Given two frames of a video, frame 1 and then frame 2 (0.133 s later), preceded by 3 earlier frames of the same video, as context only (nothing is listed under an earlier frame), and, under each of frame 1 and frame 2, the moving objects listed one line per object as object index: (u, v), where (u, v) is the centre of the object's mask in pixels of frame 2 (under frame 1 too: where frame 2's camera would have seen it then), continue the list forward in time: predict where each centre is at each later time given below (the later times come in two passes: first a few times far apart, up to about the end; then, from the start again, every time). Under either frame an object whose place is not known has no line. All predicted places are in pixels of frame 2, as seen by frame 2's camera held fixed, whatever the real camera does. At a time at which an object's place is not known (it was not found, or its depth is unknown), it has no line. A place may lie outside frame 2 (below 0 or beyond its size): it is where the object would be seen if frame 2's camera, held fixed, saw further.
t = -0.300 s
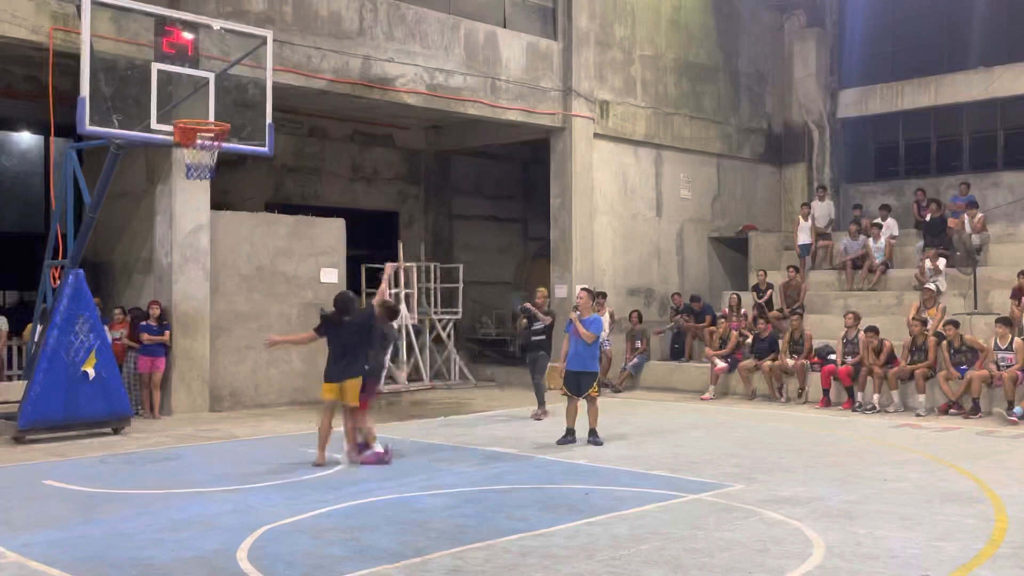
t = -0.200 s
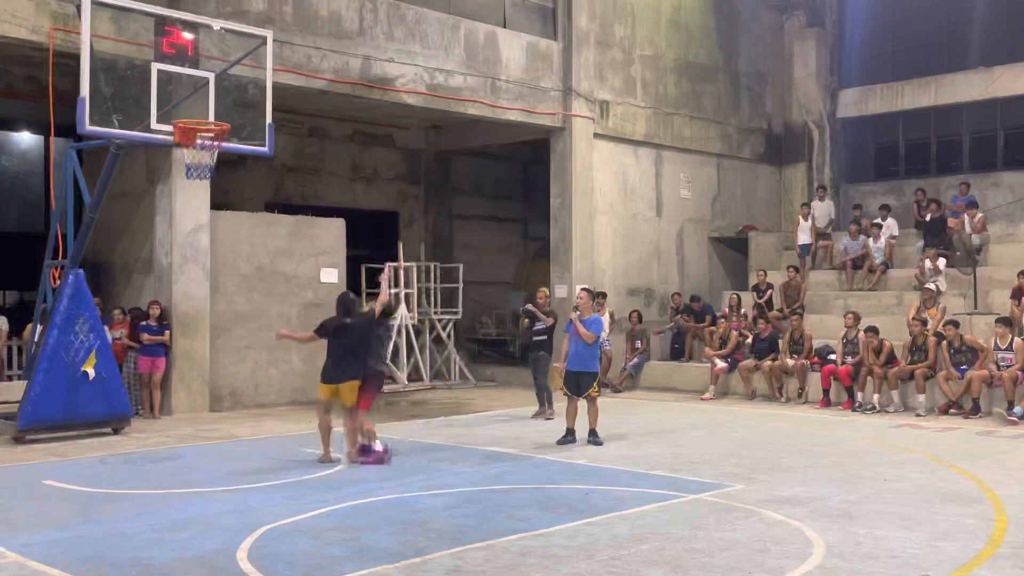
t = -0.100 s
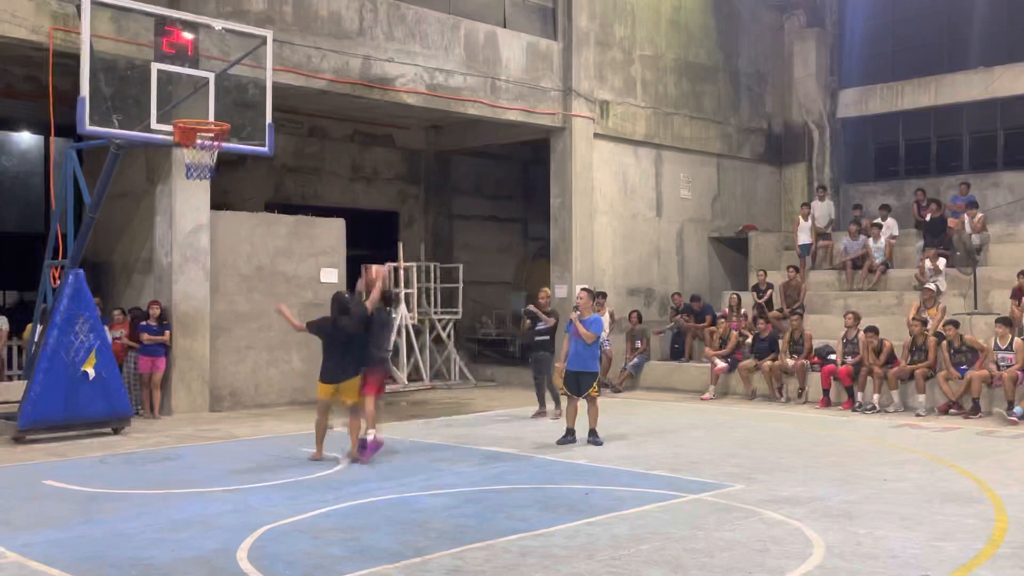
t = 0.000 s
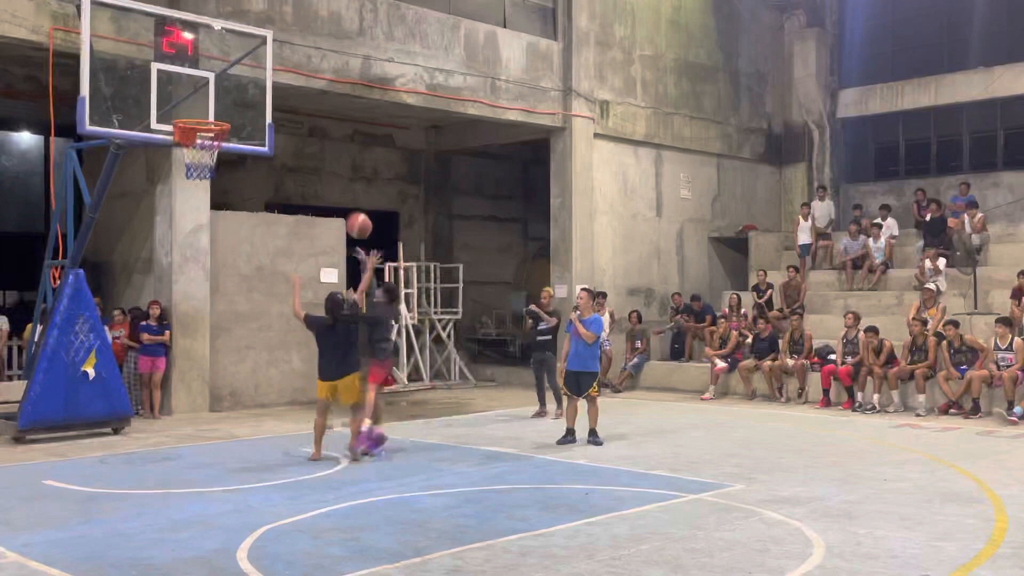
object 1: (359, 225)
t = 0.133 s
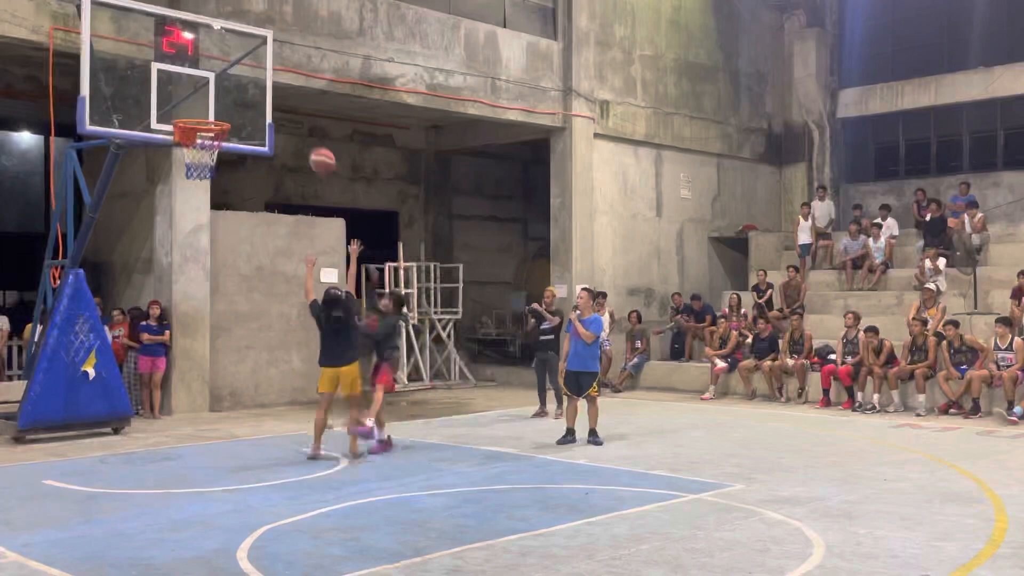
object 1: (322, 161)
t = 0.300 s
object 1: (277, 105)
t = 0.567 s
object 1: (233, 81)
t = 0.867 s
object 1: (220, 101)
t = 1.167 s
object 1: (196, 107)
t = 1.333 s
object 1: (181, 110)
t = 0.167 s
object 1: (313, 147)
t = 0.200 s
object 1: (304, 135)
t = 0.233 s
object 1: (295, 124)
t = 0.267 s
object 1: (285, 114)
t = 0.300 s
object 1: (277, 105)
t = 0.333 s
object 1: (267, 97)
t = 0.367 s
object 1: (257, 90)
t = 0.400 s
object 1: (246, 82)
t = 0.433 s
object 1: (242, 80)
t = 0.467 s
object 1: (240, 77)
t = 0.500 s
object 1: (238, 79)
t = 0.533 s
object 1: (235, 80)
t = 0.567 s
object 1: (233, 81)
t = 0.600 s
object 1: (235, 82)
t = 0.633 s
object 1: (233, 89)
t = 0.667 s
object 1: (232, 92)
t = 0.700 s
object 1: (230, 98)
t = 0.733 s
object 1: (228, 105)
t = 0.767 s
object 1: (226, 111)
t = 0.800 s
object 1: (224, 109)
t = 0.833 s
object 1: (221, 104)
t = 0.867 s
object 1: (220, 101)
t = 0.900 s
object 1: (216, 97)
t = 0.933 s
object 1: (213, 95)
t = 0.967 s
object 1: (211, 95)
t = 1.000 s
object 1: (208, 94)
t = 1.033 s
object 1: (205, 96)
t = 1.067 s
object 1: (203, 99)
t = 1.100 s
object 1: (200, 101)
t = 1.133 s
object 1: (198, 108)
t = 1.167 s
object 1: (196, 107)
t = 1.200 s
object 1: (193, 105)
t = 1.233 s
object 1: (189, 105)
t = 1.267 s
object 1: (187, 106)
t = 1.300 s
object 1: (184, 107)
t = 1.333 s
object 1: (181, 110)
